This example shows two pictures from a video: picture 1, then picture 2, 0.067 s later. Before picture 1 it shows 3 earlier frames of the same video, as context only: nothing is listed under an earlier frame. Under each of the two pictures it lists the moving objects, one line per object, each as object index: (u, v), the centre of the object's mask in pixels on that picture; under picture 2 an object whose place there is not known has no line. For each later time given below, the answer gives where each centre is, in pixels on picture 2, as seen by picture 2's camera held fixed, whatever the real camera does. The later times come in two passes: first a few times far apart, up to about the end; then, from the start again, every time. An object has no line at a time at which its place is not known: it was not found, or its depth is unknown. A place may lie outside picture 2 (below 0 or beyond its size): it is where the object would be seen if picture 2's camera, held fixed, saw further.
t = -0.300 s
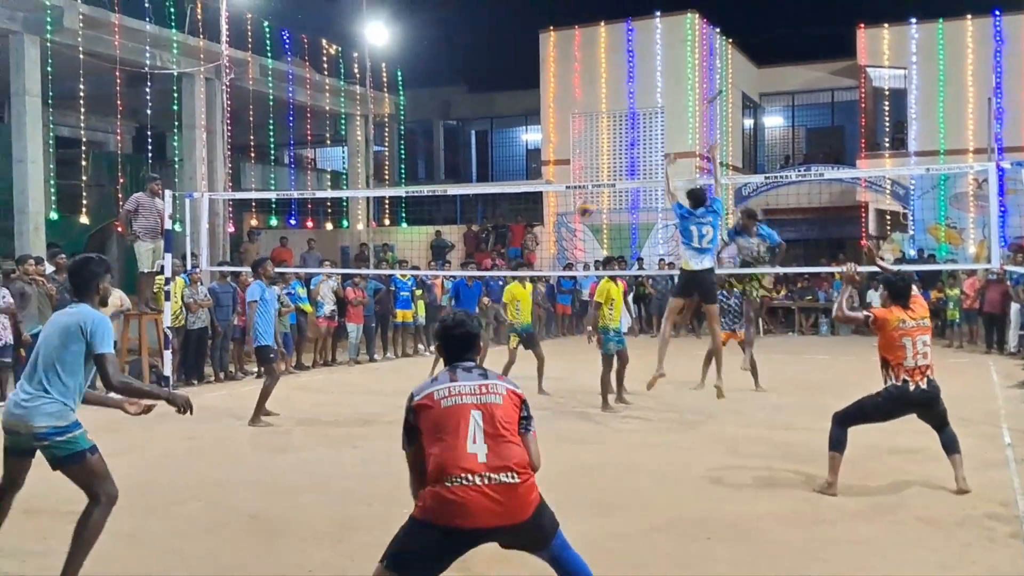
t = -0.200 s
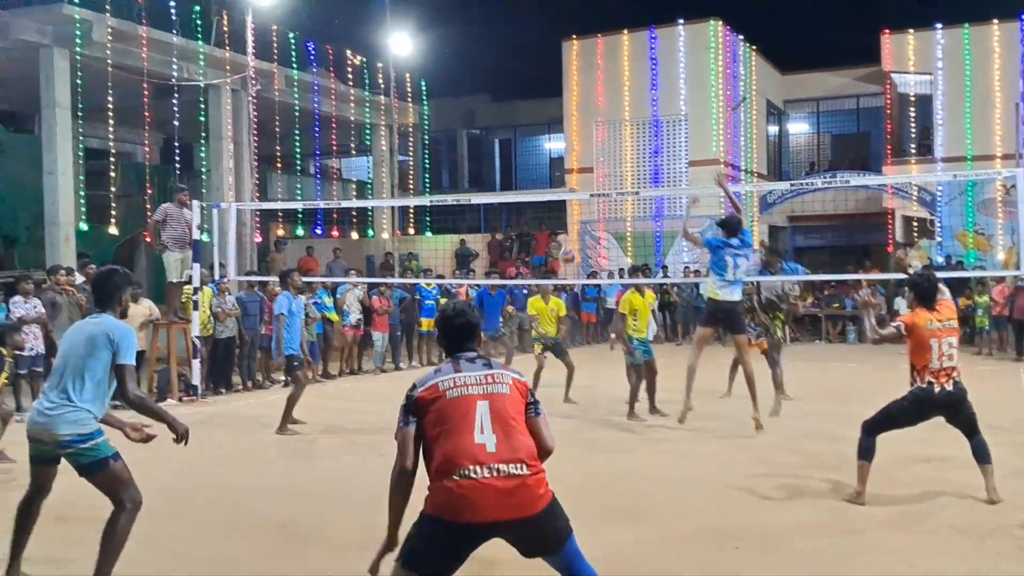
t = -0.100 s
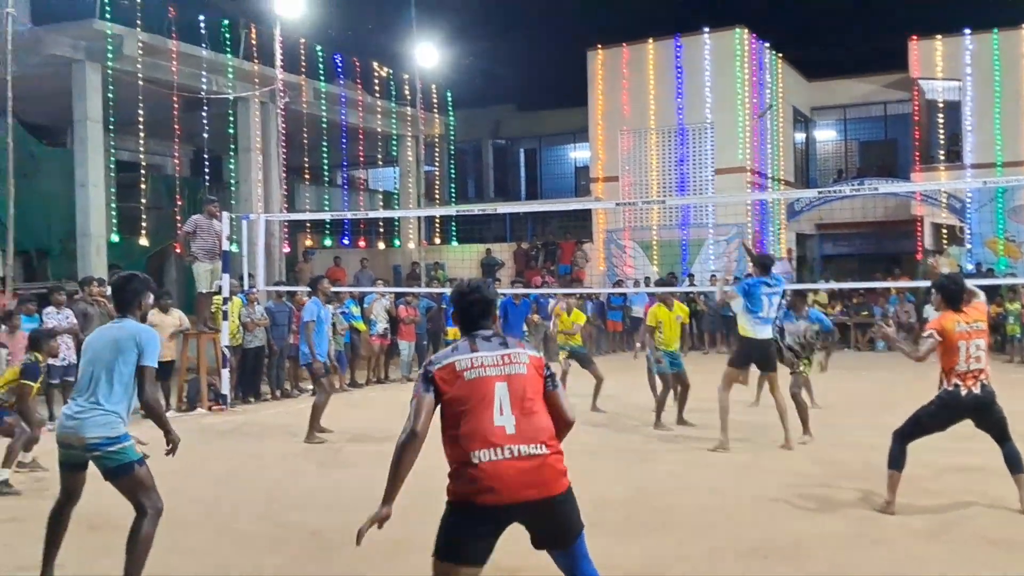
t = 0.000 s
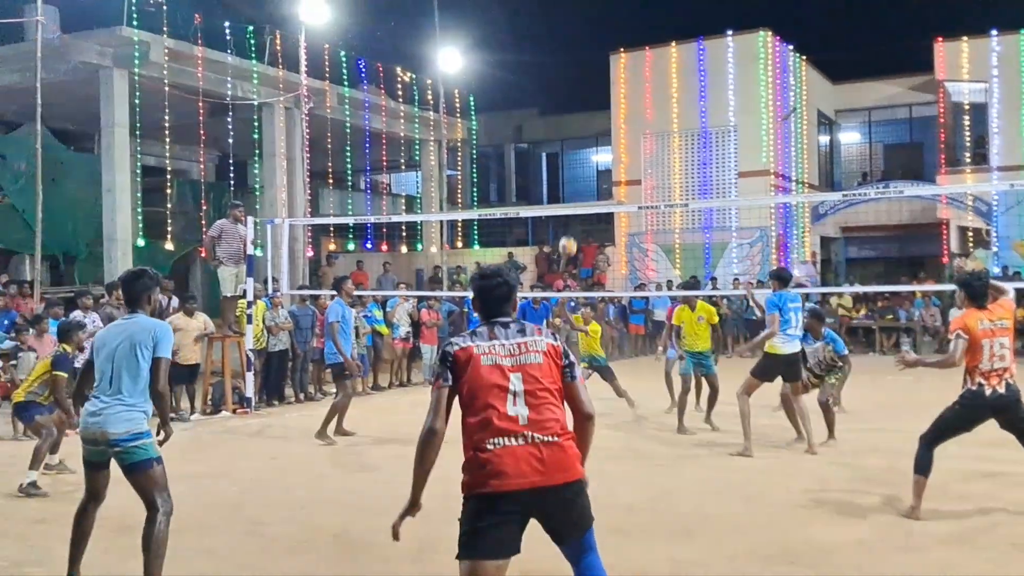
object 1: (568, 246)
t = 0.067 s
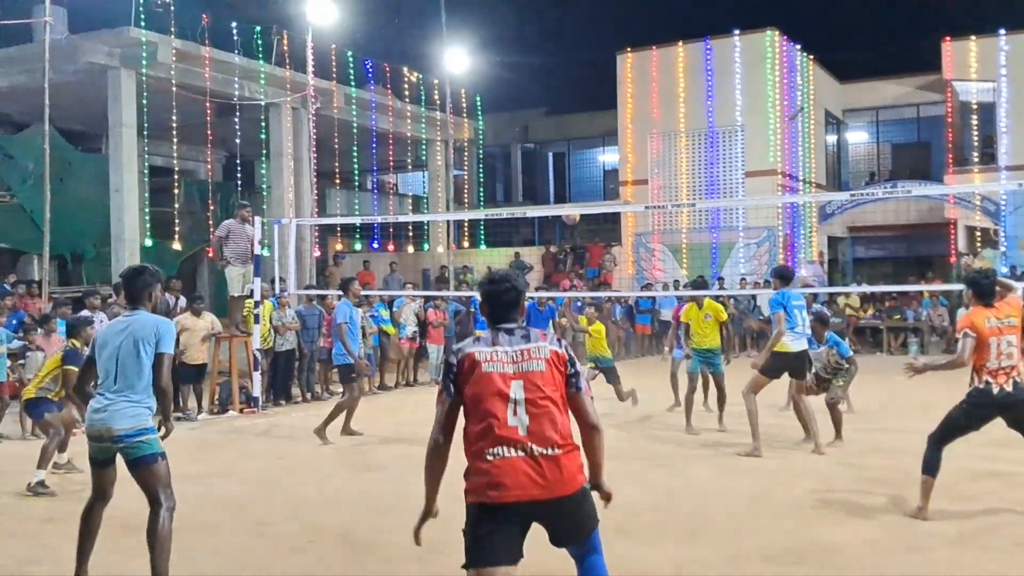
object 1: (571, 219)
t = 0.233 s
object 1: (562, 117)
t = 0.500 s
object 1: (548, 11)
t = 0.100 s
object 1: (569, 192)
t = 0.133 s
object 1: (567, 172)
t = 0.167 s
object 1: (565, 153)
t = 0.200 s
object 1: (564, 134)
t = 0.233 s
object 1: (562, 117)
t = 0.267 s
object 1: (560, 101)
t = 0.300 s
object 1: (559, 86)
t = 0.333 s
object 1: (557, 71)
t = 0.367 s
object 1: (555, 57)
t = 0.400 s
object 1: (554, 44)
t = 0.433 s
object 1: (552, 32)
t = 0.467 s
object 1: (550, 21)
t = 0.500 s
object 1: (548, 11)
